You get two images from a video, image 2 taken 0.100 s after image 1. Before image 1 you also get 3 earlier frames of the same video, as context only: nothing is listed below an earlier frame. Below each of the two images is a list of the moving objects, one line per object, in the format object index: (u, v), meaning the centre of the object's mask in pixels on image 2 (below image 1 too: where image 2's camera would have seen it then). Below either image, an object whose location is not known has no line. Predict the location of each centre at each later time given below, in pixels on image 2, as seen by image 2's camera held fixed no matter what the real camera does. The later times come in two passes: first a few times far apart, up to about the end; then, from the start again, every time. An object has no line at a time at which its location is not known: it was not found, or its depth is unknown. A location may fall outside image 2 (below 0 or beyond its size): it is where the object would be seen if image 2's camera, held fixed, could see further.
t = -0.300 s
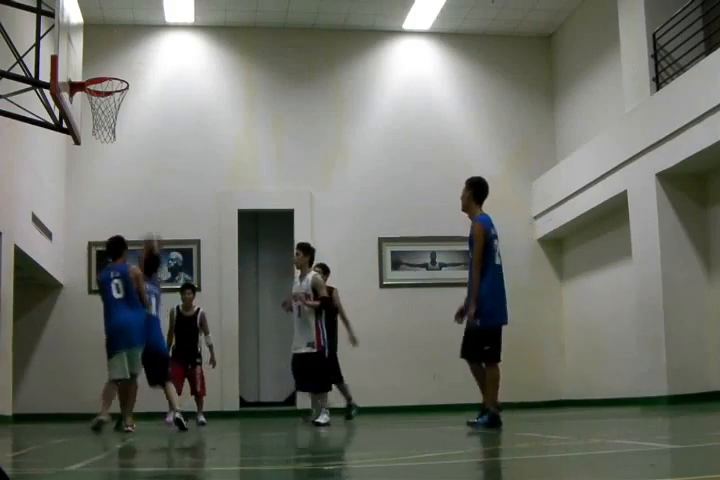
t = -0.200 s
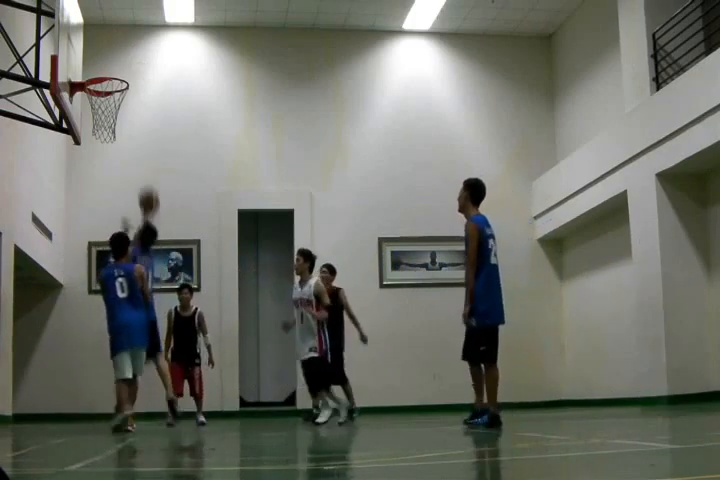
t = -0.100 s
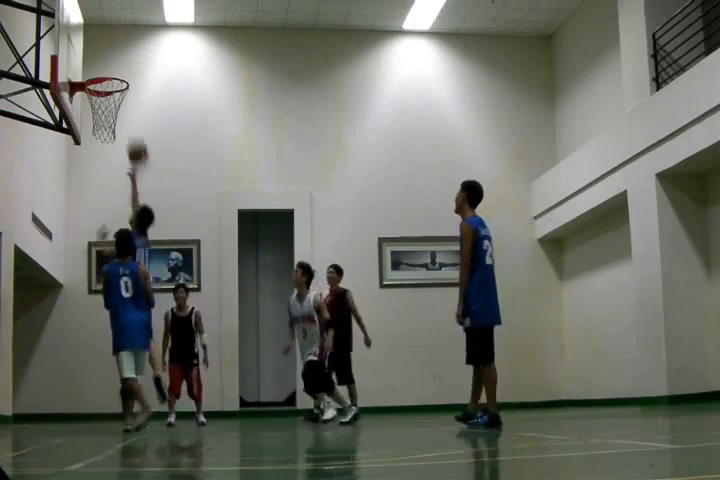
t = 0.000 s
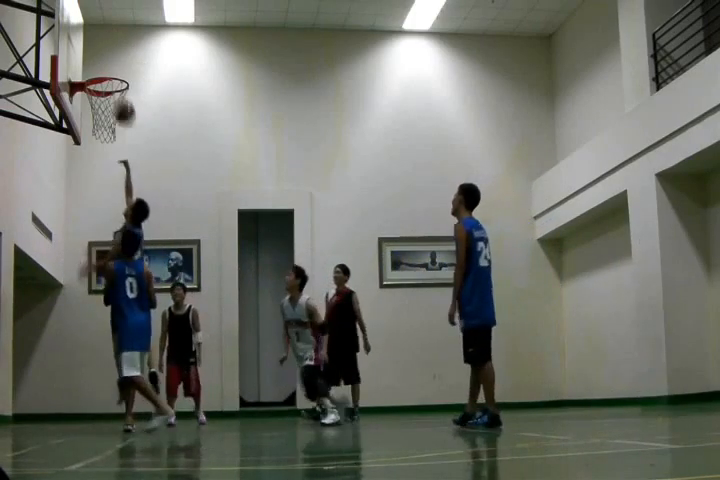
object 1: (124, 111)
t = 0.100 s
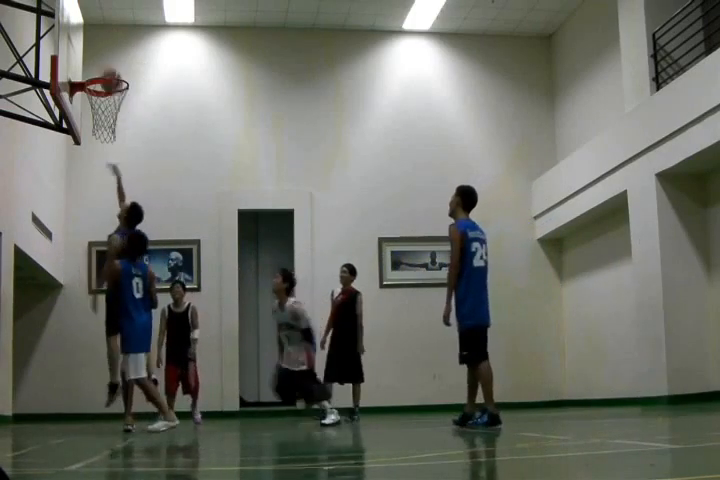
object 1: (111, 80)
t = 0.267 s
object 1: (87, 51)
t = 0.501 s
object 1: (109, 68)
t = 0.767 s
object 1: (131, 72)
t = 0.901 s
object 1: (140, 90)
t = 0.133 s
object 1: (106, 69)
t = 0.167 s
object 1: (101, 64)
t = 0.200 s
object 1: (97, 60)
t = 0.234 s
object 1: (93, 55)
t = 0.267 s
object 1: (87, 51)
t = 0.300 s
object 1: (86, 49)
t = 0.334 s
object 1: (90, 49)
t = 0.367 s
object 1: (93, 52)
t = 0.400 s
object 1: (97, 54)
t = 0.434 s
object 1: (101, 58)
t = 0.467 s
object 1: (105, 64)
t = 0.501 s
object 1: (109, 68)
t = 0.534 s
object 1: (113, 77)
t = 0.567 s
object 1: (115, 77)
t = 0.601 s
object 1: (118, 74)
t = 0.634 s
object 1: (121, 71)
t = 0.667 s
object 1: (123, 70)
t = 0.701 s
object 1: (126, 69)
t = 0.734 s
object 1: (128, 70)
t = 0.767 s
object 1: (131, 72)
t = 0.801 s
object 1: (133, 75)
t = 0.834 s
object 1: (136, 79)
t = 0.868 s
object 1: (138, 84)
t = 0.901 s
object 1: (140, 90)
